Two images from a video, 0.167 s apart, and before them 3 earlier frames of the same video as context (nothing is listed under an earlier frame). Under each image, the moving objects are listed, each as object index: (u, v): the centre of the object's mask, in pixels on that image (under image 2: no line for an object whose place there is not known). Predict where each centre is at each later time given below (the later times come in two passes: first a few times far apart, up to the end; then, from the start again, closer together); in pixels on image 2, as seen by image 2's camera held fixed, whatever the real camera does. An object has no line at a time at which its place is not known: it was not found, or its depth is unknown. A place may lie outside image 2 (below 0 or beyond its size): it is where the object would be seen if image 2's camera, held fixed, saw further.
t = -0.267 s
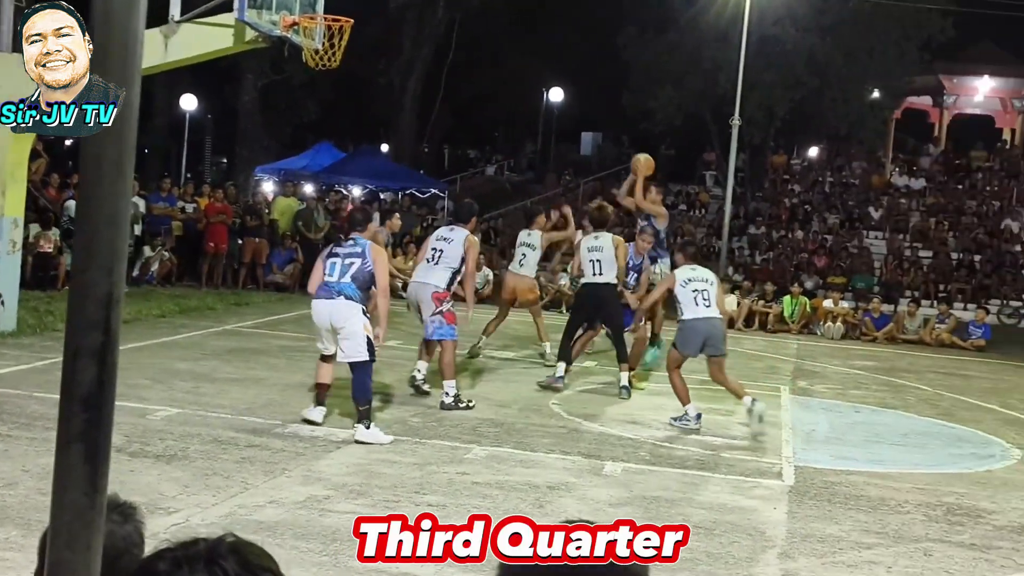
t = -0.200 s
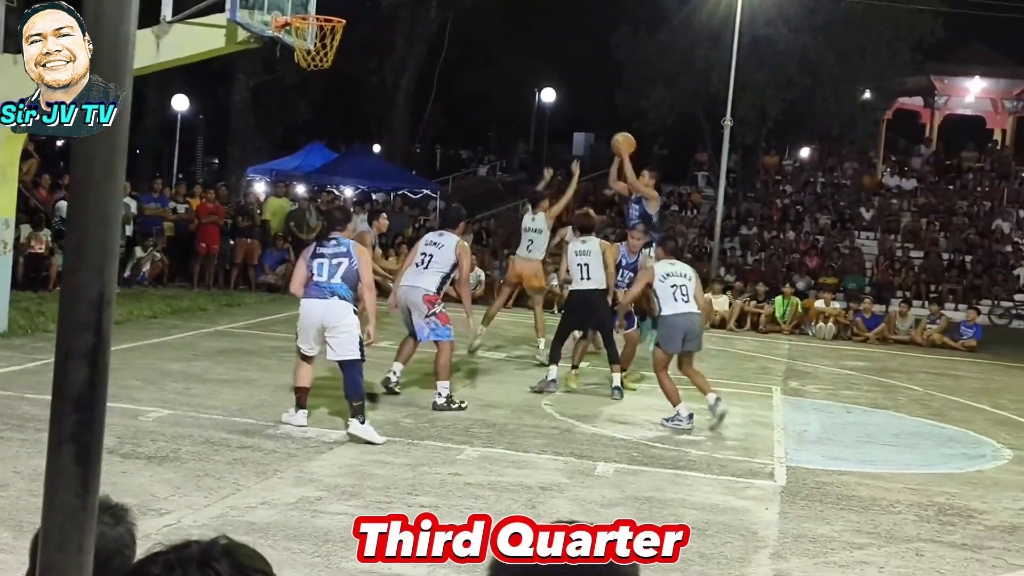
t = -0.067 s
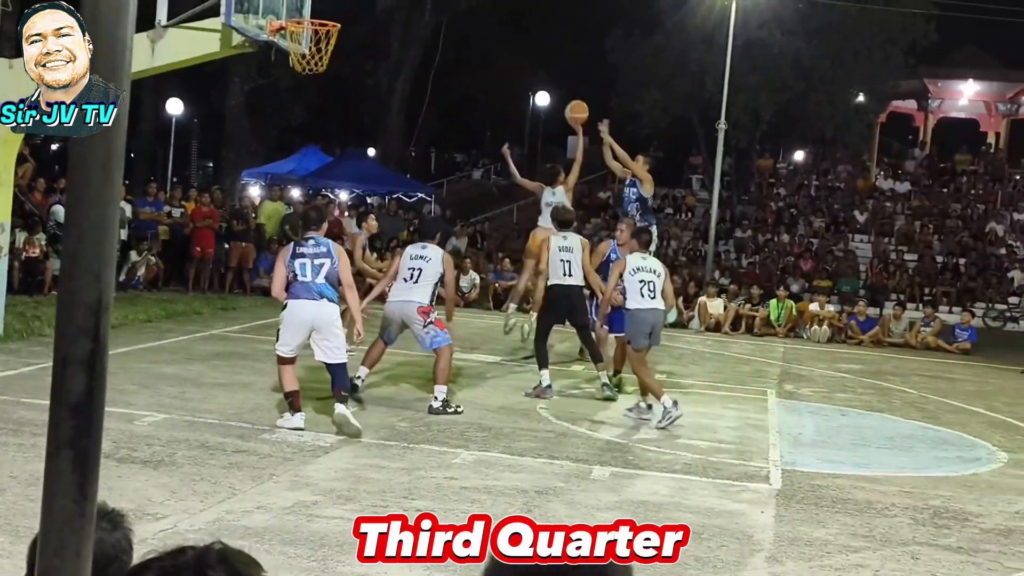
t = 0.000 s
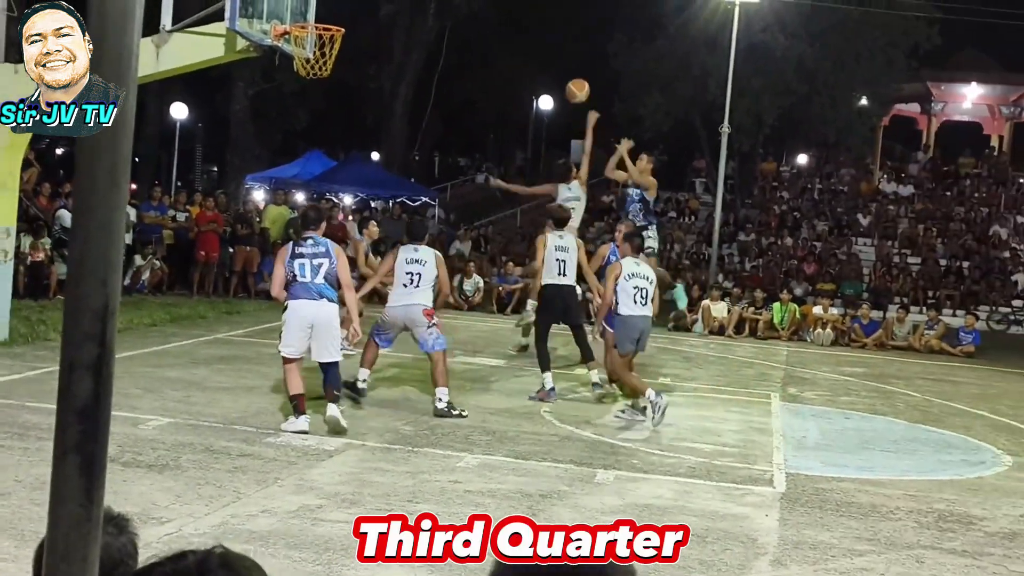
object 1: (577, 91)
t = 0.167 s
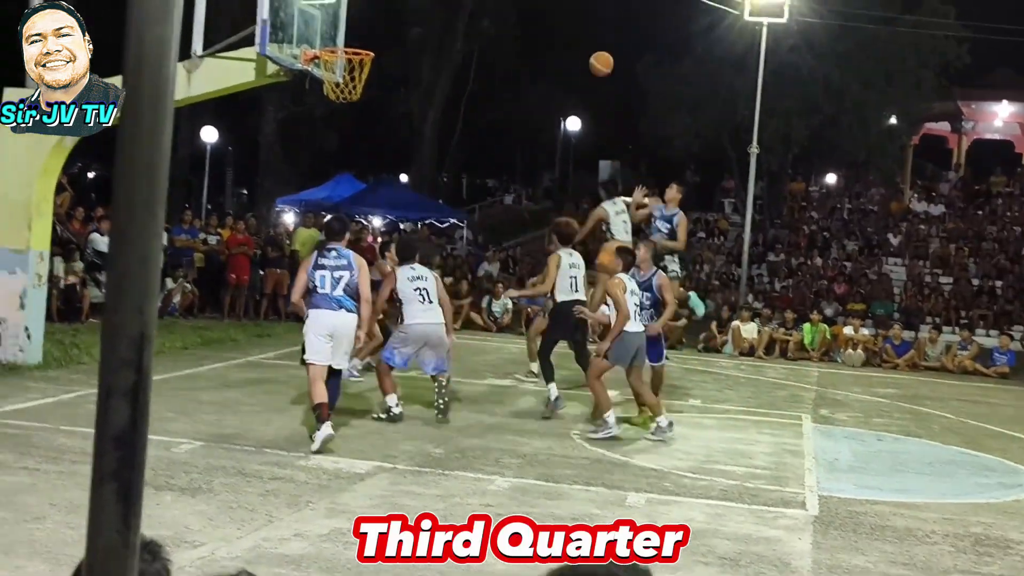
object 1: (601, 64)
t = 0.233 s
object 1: (601, 53)
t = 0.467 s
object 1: (593, 47)
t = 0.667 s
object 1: (581, 81)
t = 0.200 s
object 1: (601, 58)
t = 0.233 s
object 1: (601, 53)
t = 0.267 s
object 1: (600, 49)
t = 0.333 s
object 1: (599, 44)
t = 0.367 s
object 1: (597, 43)
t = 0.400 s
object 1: (596, 43)
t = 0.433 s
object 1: (595, 45)
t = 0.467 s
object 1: (593, 47)
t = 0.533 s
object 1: (590, 54)
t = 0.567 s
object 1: (588, 60)
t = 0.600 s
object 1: (585, 65)
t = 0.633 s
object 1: (583, 73)
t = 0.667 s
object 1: (581, 81)
